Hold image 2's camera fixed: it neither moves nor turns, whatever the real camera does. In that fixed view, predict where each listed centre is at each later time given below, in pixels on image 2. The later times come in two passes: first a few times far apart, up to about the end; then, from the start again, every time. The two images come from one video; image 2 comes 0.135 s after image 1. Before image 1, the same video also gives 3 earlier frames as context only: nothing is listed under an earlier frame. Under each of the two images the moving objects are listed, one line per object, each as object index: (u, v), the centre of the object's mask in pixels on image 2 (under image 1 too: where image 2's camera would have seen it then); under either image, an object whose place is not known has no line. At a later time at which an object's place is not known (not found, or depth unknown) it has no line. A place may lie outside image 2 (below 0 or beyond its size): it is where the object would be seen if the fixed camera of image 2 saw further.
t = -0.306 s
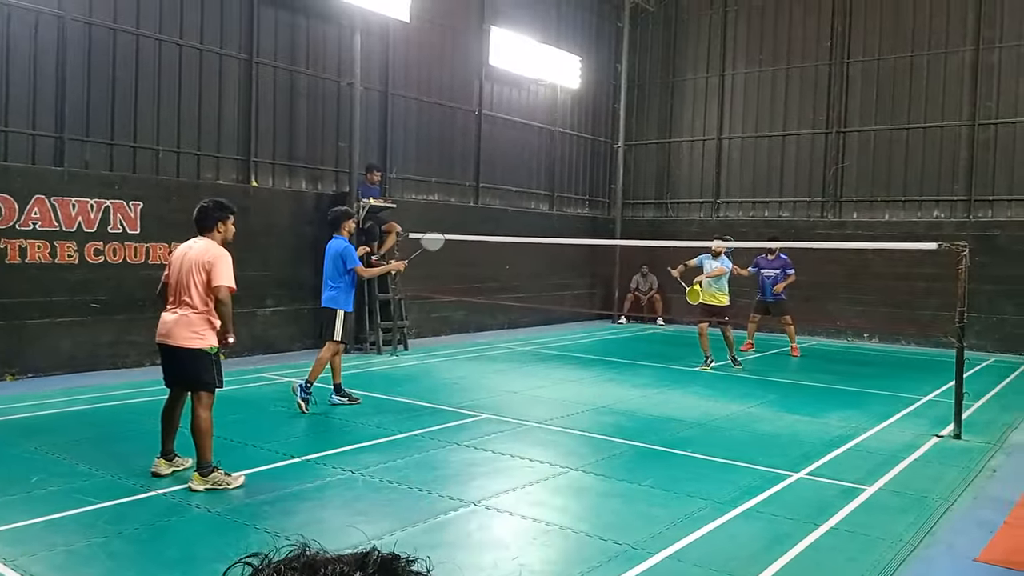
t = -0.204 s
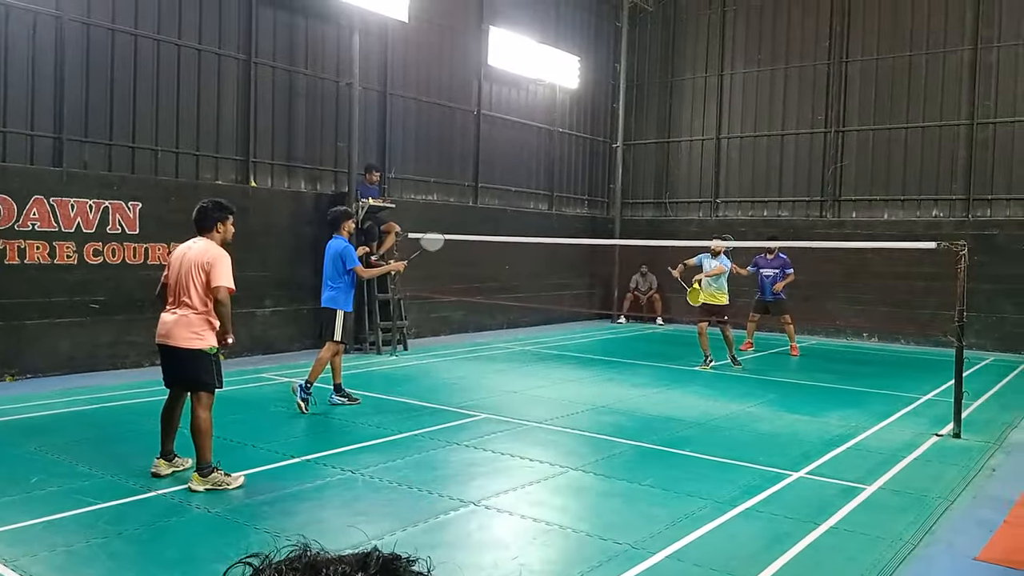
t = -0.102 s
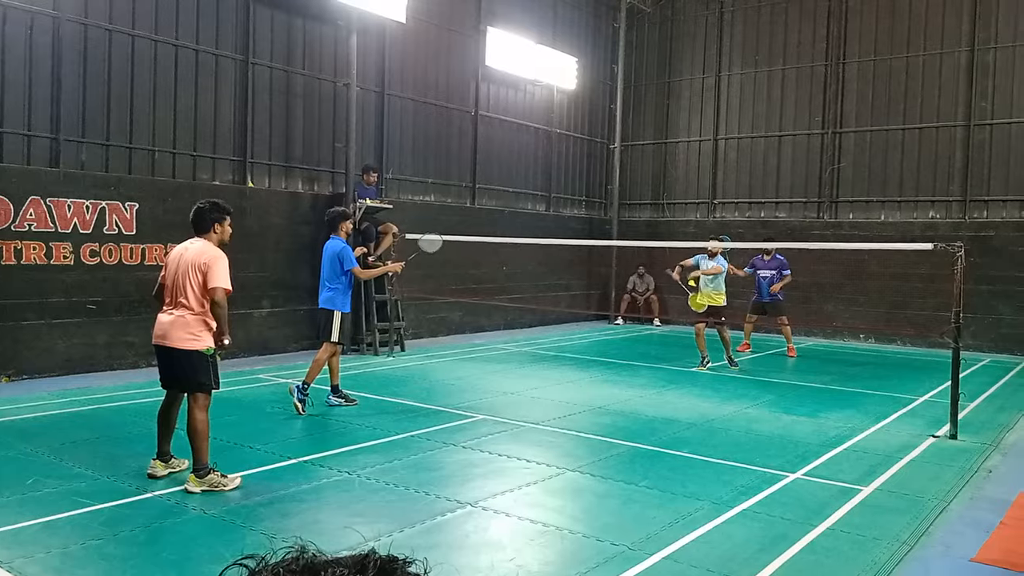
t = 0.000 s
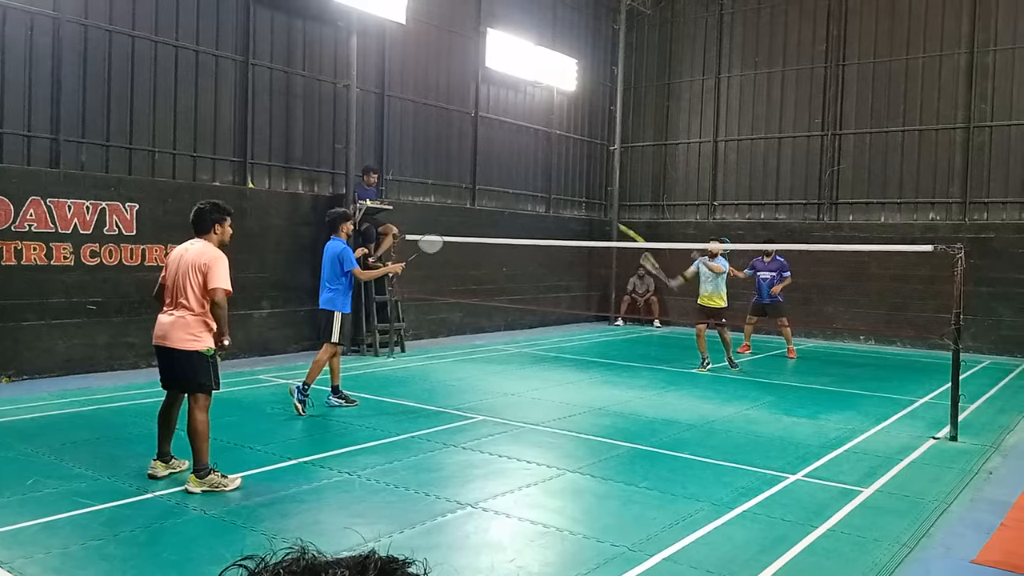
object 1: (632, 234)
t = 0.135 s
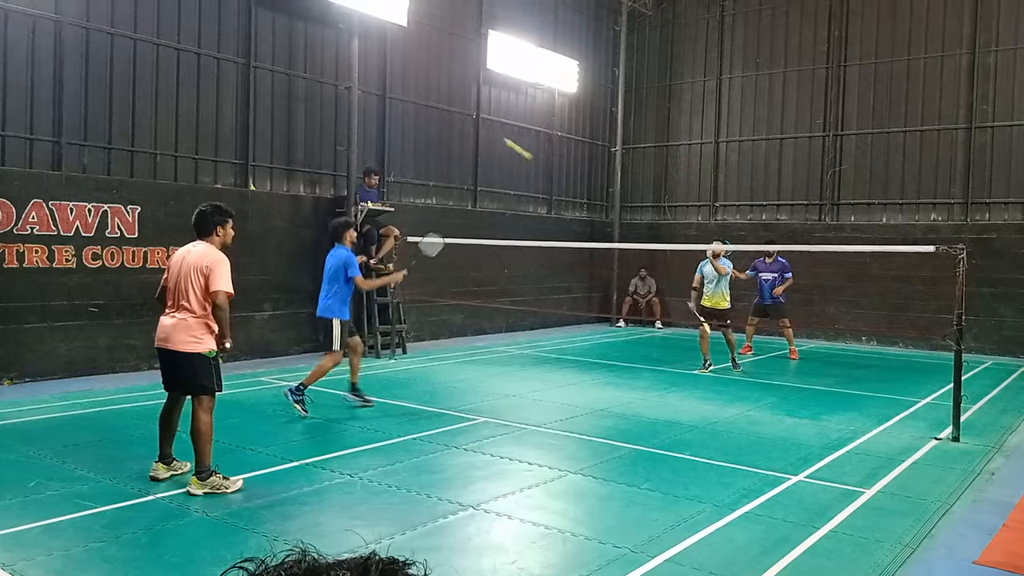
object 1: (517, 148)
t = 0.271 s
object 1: (415, 85)
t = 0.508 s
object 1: (254, 32)
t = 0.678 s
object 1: (147, 36)
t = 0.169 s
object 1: (490, 129)
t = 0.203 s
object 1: (464, 112)
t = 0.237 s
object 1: (440, 98)
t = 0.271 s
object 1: (415, 85)
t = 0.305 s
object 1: (391, 73)
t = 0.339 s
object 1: (368, 63)
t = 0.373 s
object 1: (344, 53)
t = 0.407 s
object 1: (321, 46)
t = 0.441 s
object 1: (299, 40)
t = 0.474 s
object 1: (277, 35)
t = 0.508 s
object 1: (254, 32)
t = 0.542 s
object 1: (232, 30)
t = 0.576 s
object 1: (211, 29)
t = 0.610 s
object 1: (189, 30)
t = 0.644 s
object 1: (168, 32)
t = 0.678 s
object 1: (147, 36)
